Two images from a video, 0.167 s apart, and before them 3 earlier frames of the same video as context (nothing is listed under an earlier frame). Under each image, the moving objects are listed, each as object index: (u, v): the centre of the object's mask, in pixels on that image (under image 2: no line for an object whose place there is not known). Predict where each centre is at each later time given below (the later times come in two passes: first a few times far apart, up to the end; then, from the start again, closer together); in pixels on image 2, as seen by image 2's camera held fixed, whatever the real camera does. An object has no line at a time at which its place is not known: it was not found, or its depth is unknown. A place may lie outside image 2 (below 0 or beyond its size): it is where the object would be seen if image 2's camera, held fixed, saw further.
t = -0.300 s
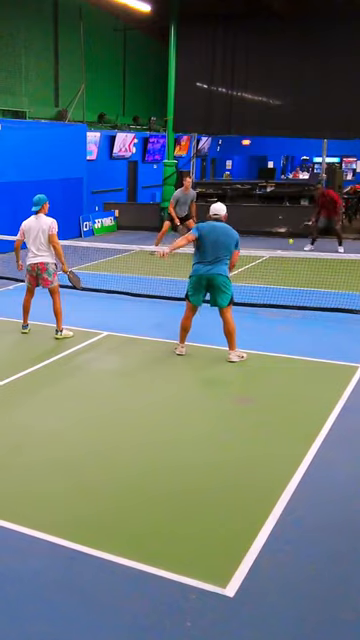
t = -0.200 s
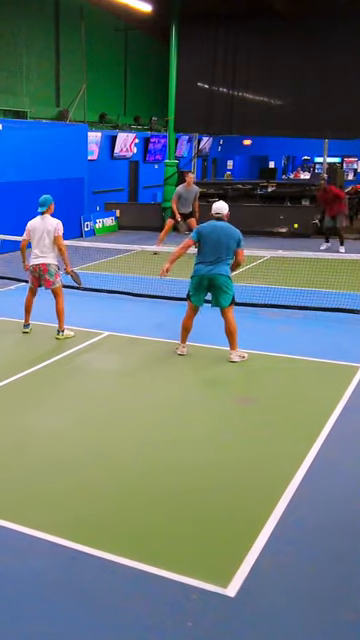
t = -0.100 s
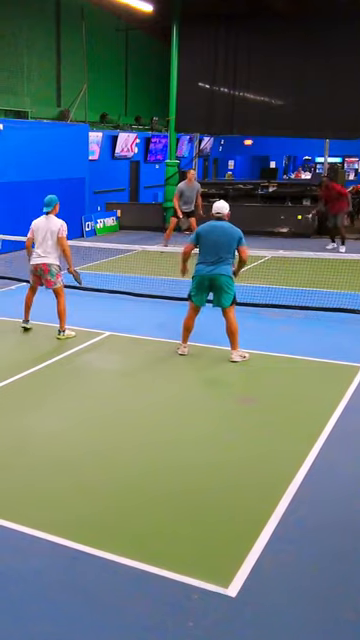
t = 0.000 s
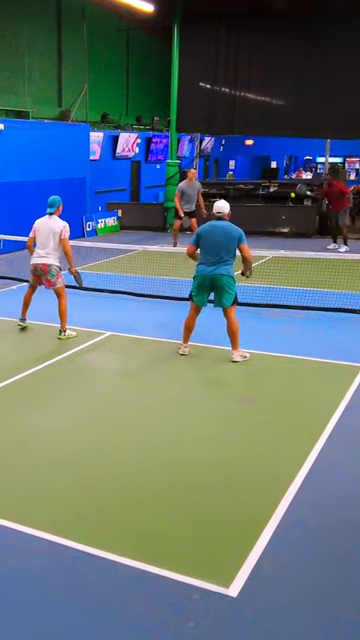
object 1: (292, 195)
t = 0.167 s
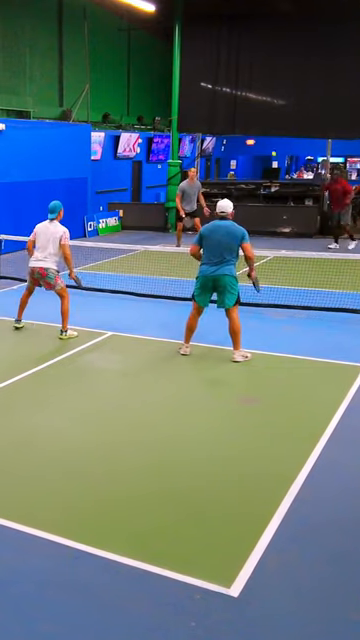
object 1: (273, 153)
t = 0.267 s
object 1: (261, 134)
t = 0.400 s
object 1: (243, 114)
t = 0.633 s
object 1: (209, 102)
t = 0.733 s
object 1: (193, 107)
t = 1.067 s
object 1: (135, 174)
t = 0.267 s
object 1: (261, 134)
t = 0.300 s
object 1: (257, 128)
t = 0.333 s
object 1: (252, 123)
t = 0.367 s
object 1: (248, 118)
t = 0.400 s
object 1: (243, 114)
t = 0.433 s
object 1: (239, 111)
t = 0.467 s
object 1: (234, 108)
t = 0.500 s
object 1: (229, 106)
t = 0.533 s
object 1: (224, 104)
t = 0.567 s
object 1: (219, 103)
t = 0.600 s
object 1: (214, 102)
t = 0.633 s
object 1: (209, 102)
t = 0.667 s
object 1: (203, 103)
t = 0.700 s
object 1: (198, 105)
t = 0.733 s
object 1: (193, 107)
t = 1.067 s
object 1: (135, 174)
